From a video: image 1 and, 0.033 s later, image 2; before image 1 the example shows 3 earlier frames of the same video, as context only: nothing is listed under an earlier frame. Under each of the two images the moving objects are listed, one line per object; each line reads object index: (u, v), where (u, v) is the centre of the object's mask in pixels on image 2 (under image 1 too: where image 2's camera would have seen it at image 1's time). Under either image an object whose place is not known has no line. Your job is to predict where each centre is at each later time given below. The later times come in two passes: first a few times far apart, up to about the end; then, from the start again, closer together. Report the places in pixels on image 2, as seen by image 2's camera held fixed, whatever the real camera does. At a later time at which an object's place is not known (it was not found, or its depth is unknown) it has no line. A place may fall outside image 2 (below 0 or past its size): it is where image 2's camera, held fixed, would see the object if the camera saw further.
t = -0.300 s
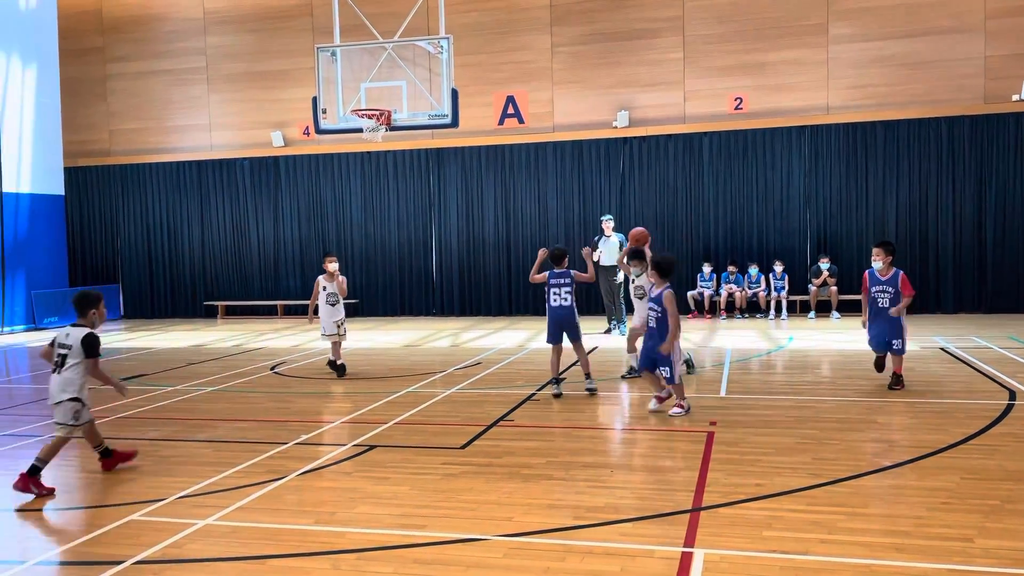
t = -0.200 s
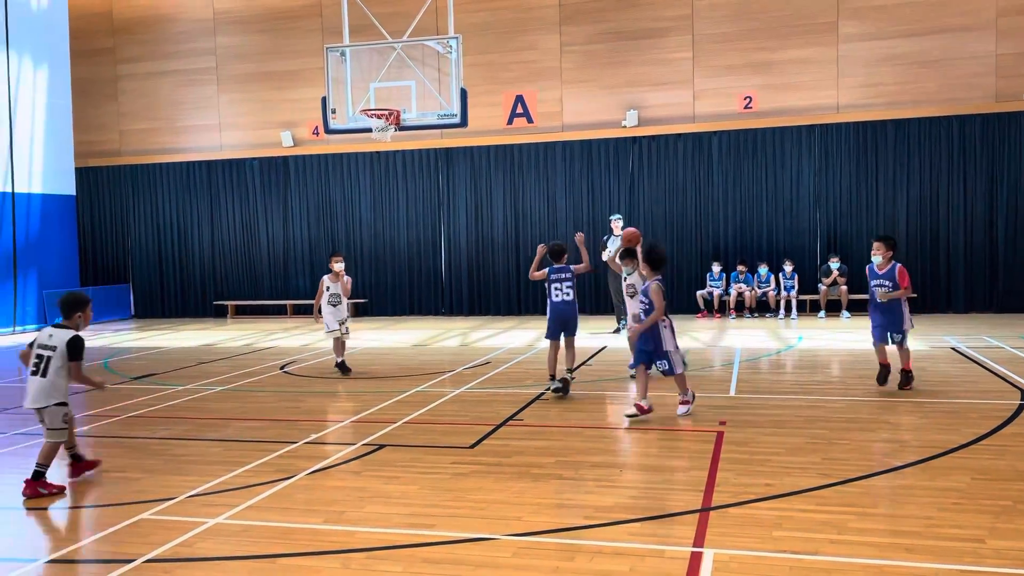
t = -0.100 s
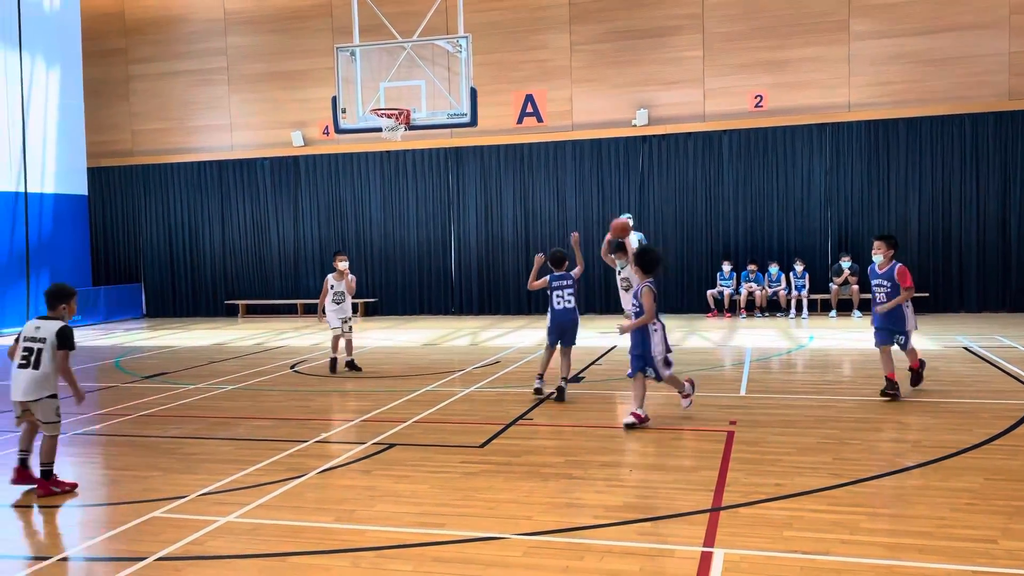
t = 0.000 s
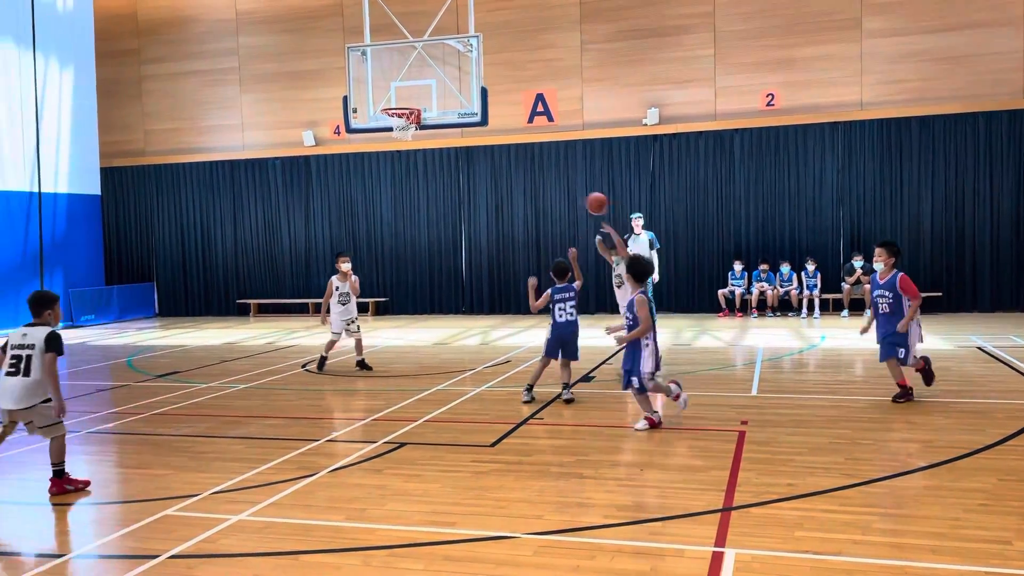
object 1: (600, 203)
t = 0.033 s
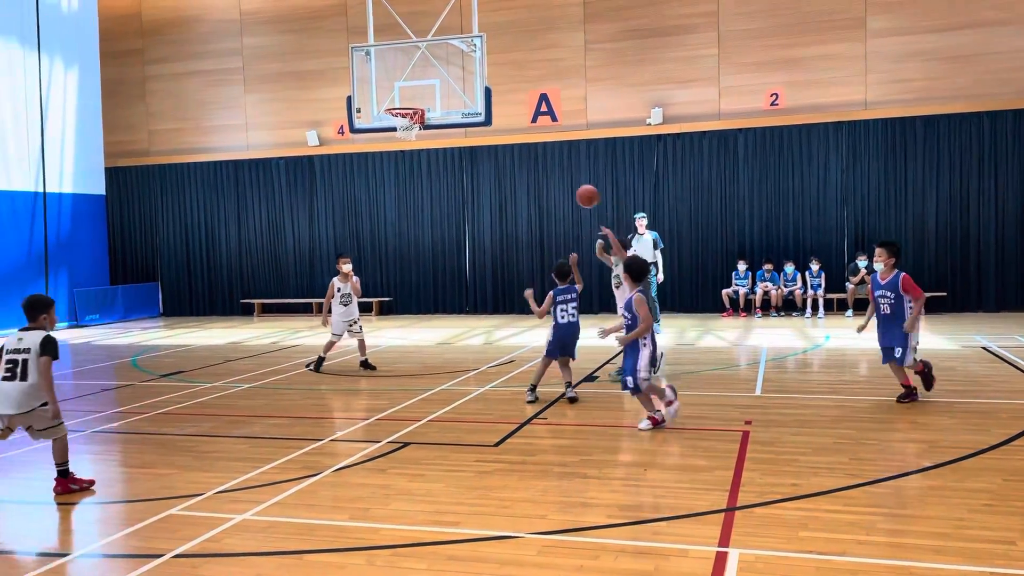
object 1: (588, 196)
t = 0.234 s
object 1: (501, 176)
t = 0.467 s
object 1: (380, 211)
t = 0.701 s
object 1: (230, 331)
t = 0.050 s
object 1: (581, 193)
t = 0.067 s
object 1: (574, 190)
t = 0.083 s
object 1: (567, 187)
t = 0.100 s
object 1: (560, 185)
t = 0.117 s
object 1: (553, 183)
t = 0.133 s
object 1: (546, 181)
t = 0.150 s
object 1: (538, 179)
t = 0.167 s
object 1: (531, 178)
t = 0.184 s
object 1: (524, 177)
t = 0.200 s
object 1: (516, 176)
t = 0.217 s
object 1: (509, 176)
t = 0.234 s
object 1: (501, 176)
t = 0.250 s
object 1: (493, 176)
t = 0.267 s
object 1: (485, 177)
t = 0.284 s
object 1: (477, 177)
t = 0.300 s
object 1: (469, 178)
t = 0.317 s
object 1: (461, 180)
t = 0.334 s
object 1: (452, 182)
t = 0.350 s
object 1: (444, 184)
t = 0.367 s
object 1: (435, 187)
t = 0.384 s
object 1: (426, 190)
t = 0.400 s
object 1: (417, 194)
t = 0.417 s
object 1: (408, 197)
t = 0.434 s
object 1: (399, 201)
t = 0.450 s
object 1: (390, 206)
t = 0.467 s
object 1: (380, 211)
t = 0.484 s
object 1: (370, 216)
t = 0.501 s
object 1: (360, 223)
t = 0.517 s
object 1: (350, 229)
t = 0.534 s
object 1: (340, 236)
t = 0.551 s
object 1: (330, 243)
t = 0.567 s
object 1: (320, 250)
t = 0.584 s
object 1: (309, 258)
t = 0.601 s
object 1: (298, 267)
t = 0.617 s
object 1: (287, 276)
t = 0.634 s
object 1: (276, 285)
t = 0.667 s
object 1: (254, 307)
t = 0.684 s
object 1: (243, 318)
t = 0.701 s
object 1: (230, 331)
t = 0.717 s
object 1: (218, 345)
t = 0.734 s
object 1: (206, 358)
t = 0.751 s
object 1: (193, 372)
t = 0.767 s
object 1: (180, 387)
